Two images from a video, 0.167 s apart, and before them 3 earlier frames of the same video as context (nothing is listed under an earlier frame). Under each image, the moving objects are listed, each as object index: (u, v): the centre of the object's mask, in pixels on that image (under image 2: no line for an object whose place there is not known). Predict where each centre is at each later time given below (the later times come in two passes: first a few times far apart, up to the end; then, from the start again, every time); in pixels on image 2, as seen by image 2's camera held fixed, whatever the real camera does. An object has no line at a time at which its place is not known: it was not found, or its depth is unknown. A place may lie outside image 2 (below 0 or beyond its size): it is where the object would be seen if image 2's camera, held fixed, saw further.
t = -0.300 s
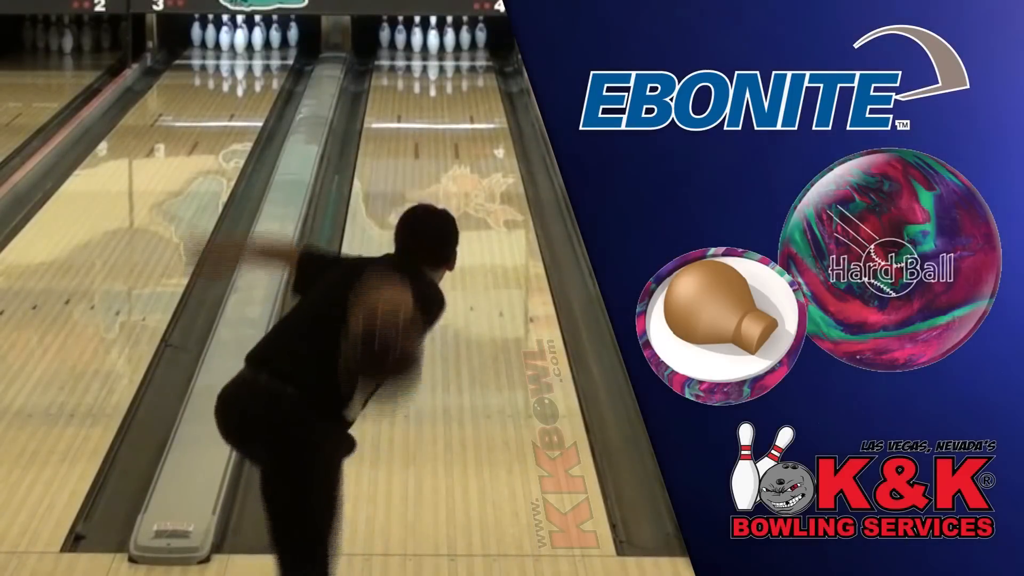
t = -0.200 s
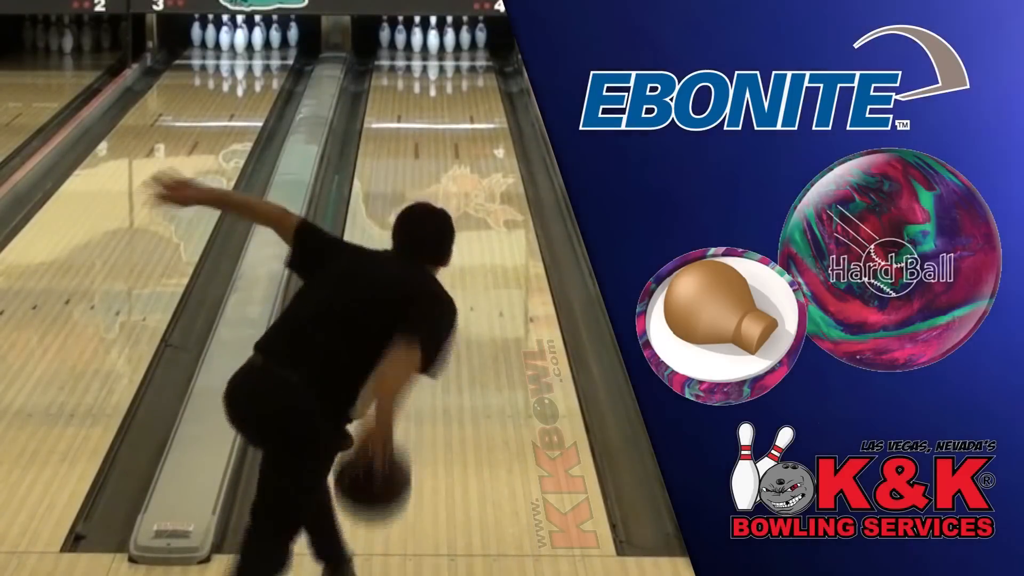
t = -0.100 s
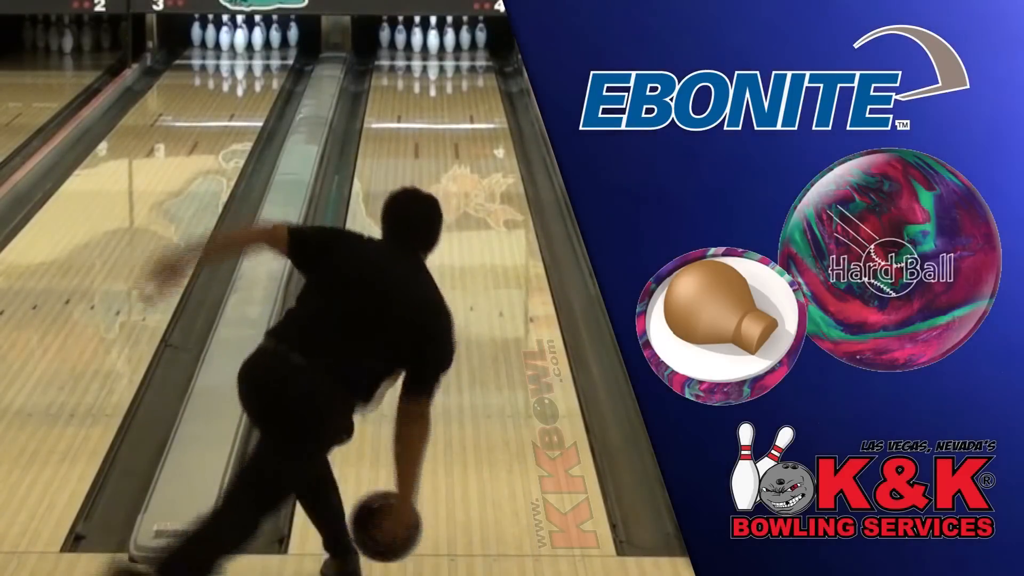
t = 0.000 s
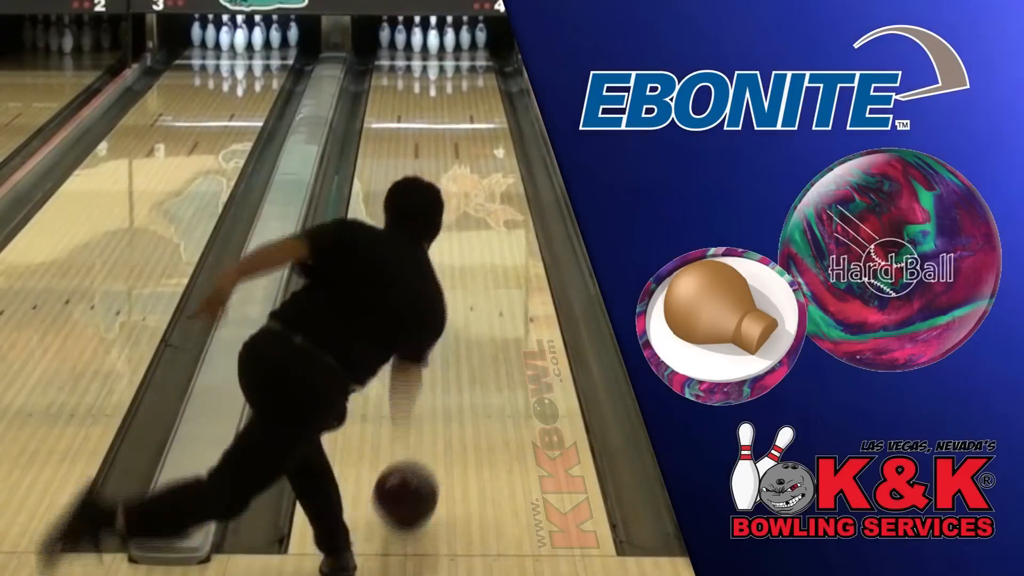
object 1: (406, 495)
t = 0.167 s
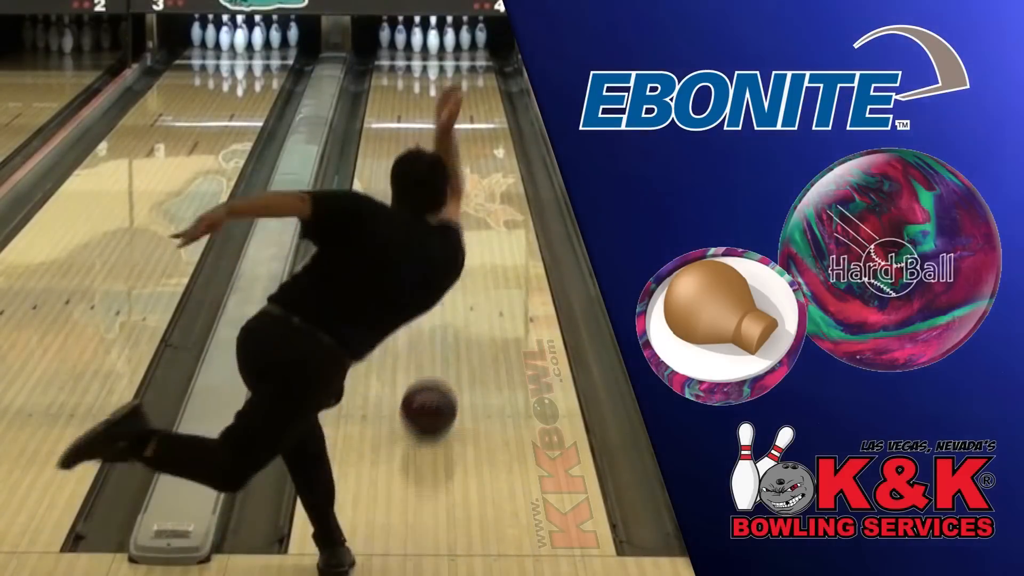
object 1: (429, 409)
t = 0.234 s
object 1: (436, 380)
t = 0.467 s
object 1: (456, 298)
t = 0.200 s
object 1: (433, 394)
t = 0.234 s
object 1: (436, 380)
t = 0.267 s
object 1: (439, 366)
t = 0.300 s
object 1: (442, 353)
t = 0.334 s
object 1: (445, 341)
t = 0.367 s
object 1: (448, 329)
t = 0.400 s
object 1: (451, 318)
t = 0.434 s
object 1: (453, 307)
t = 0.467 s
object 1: (456, 298)
